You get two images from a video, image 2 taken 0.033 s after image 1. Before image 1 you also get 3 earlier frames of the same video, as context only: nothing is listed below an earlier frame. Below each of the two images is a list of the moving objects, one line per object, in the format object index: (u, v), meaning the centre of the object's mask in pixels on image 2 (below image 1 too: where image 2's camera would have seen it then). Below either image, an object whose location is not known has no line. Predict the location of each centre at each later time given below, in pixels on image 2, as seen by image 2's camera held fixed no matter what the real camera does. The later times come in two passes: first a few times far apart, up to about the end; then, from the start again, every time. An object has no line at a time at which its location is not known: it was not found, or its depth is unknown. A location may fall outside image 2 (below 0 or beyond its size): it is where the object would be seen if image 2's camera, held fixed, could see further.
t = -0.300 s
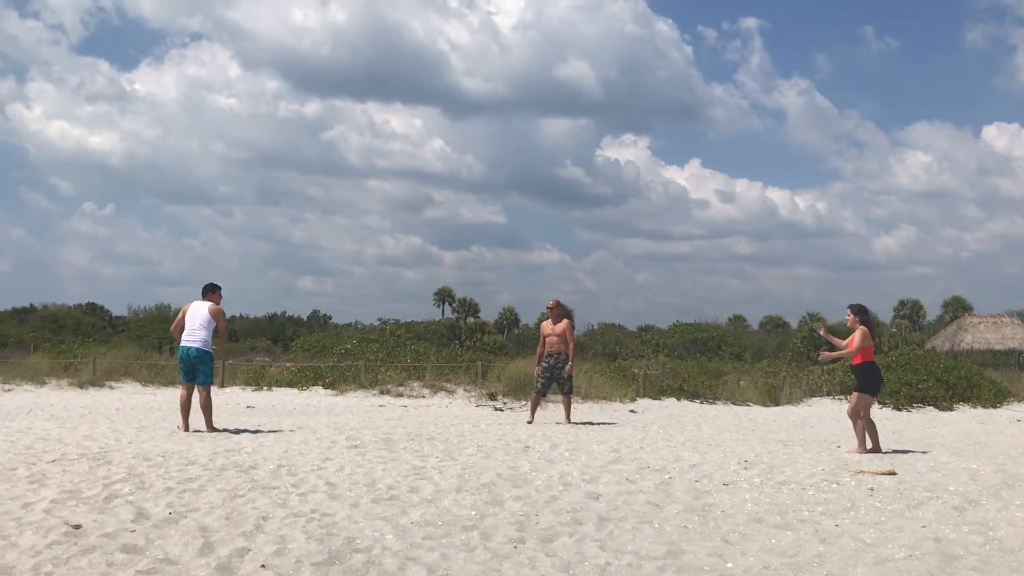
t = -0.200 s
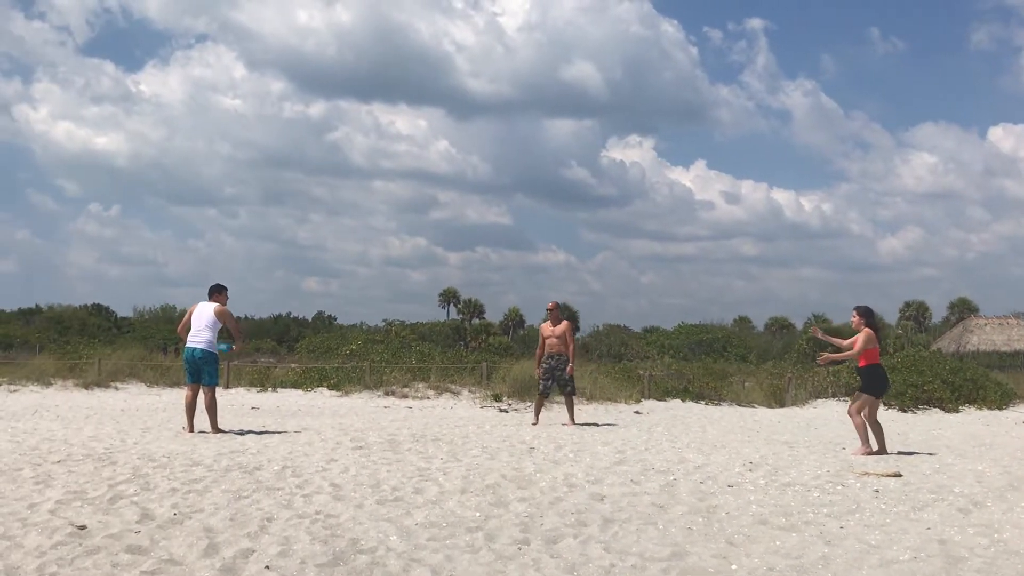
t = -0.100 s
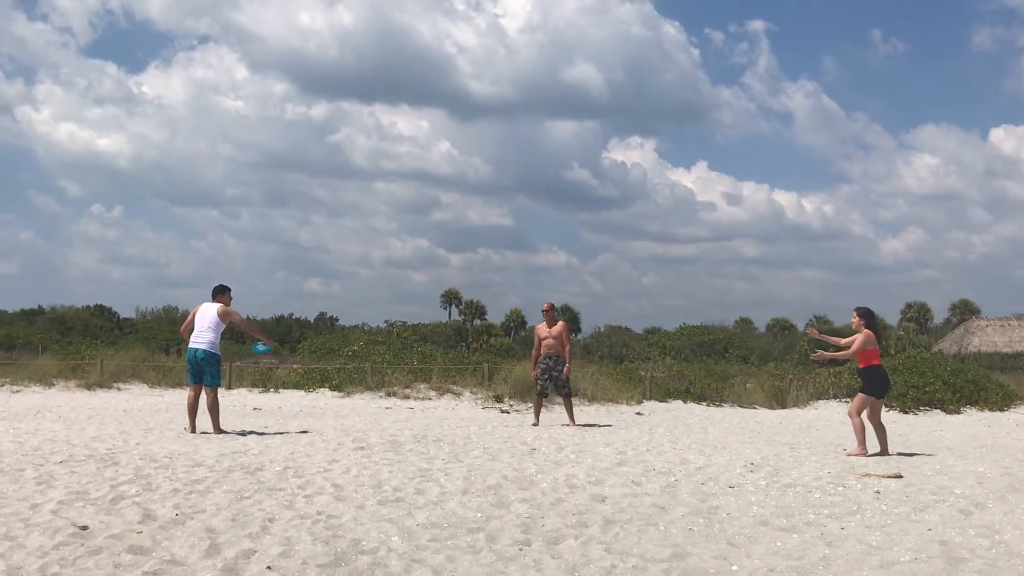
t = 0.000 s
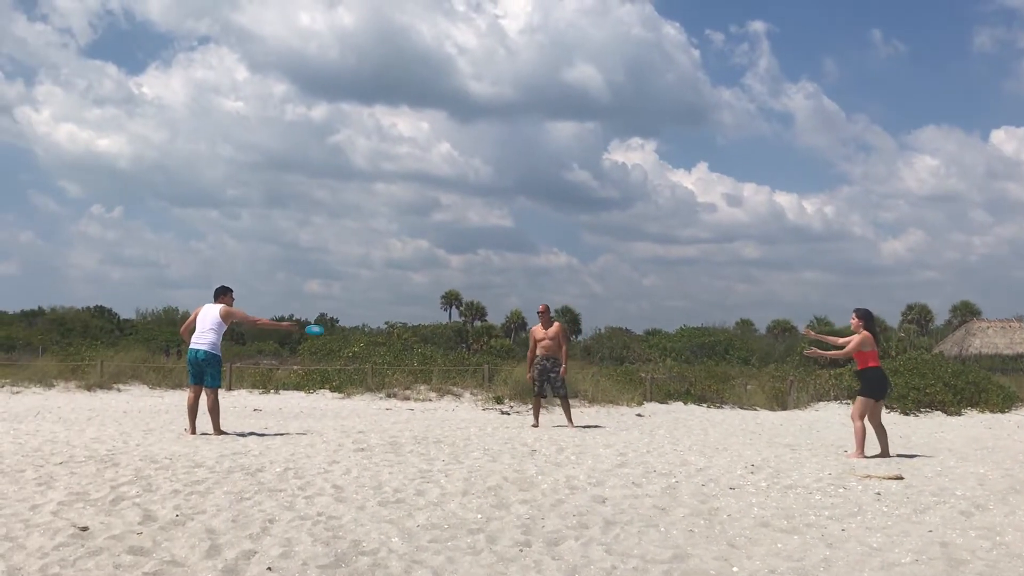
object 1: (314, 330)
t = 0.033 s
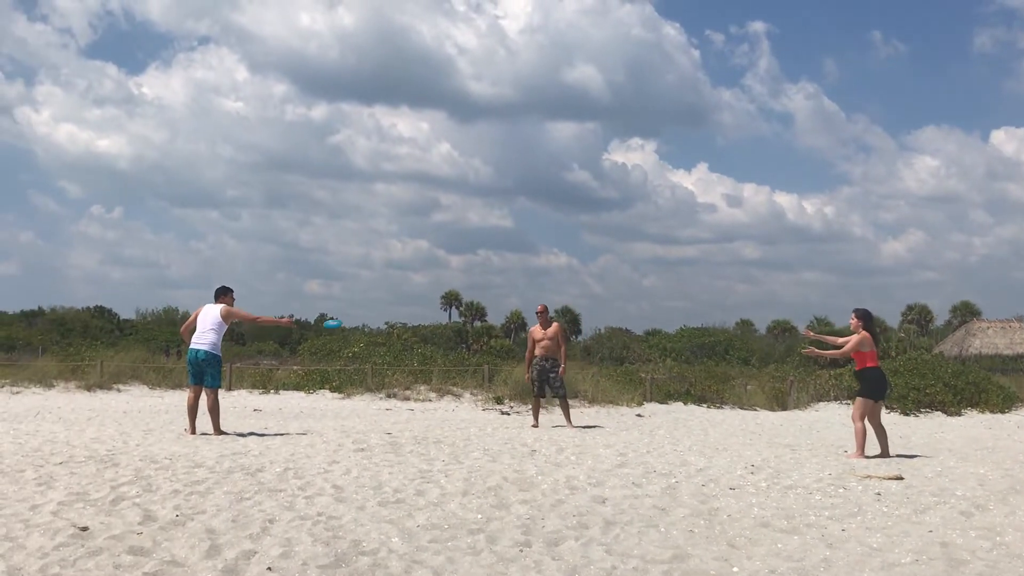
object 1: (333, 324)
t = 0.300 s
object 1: (475, 293)
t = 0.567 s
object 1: (620, 297)
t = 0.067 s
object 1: (351, 318)
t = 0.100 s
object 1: (368, 313)
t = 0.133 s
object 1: (386, 307)
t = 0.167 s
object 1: (404, 303)
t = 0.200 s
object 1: (422, 300)
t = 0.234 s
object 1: (439, 298)
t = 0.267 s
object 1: (457, 295)
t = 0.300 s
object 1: (475, 293)
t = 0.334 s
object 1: (493, 291)
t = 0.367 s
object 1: (511, 291)
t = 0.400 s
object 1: (529, 291)
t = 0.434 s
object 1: (547, 291)
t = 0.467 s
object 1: (565, 292)
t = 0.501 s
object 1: (583, 293)
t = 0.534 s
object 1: (602, 294)
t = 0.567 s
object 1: (620, 297)
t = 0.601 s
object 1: (638, 299)
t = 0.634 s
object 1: (656, 302)
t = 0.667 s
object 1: (675, 305)
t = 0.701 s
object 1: (693, 309)
